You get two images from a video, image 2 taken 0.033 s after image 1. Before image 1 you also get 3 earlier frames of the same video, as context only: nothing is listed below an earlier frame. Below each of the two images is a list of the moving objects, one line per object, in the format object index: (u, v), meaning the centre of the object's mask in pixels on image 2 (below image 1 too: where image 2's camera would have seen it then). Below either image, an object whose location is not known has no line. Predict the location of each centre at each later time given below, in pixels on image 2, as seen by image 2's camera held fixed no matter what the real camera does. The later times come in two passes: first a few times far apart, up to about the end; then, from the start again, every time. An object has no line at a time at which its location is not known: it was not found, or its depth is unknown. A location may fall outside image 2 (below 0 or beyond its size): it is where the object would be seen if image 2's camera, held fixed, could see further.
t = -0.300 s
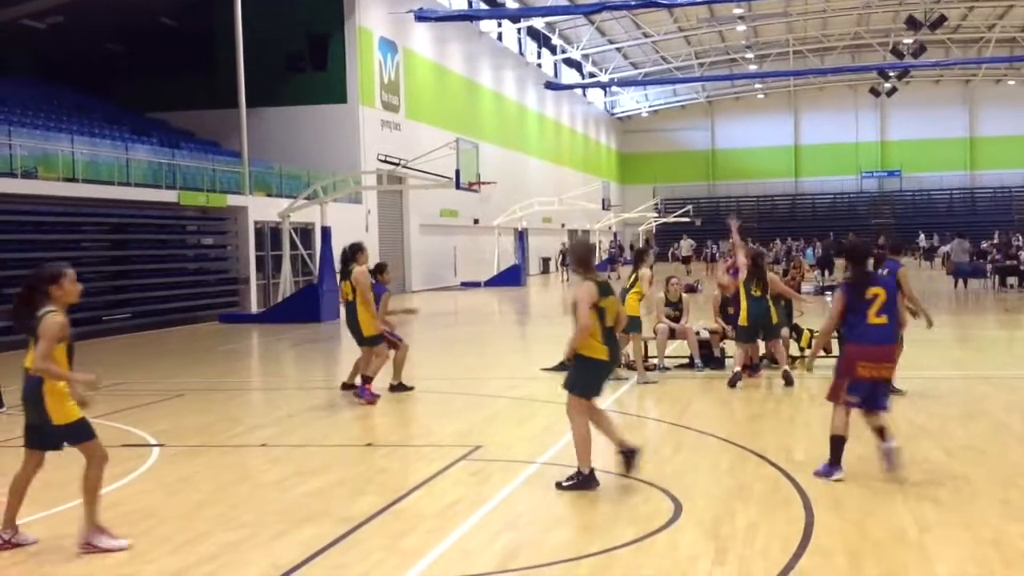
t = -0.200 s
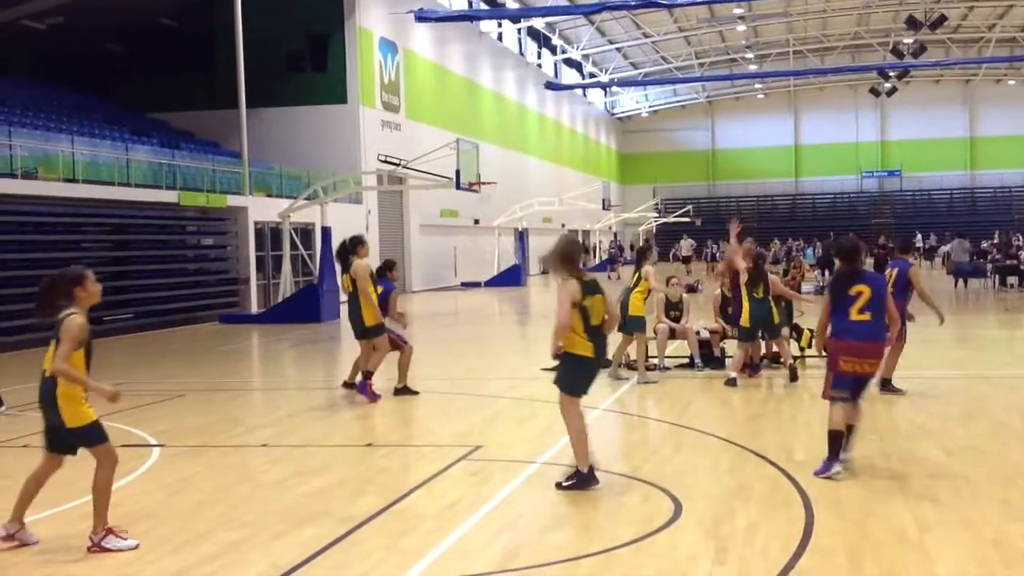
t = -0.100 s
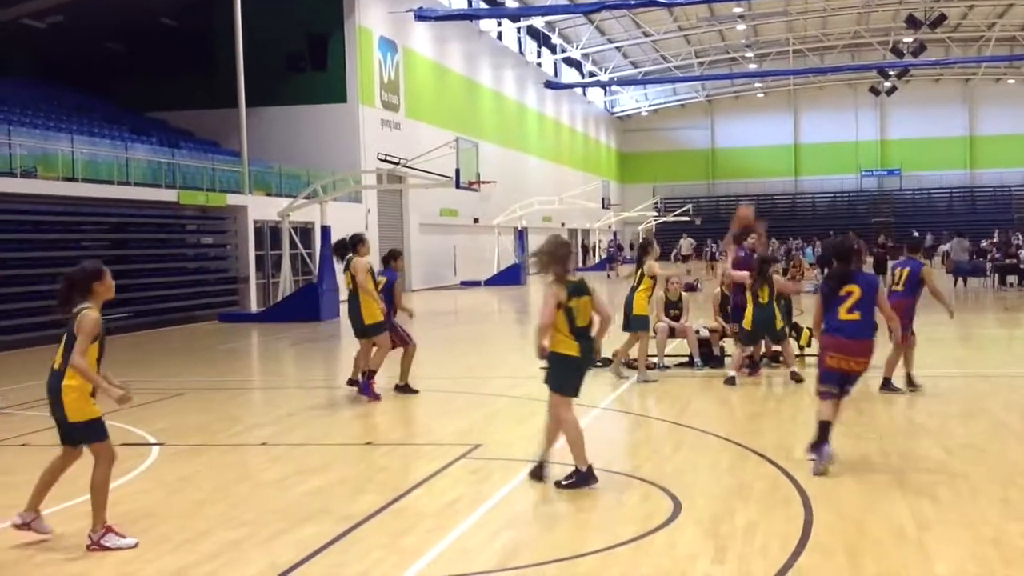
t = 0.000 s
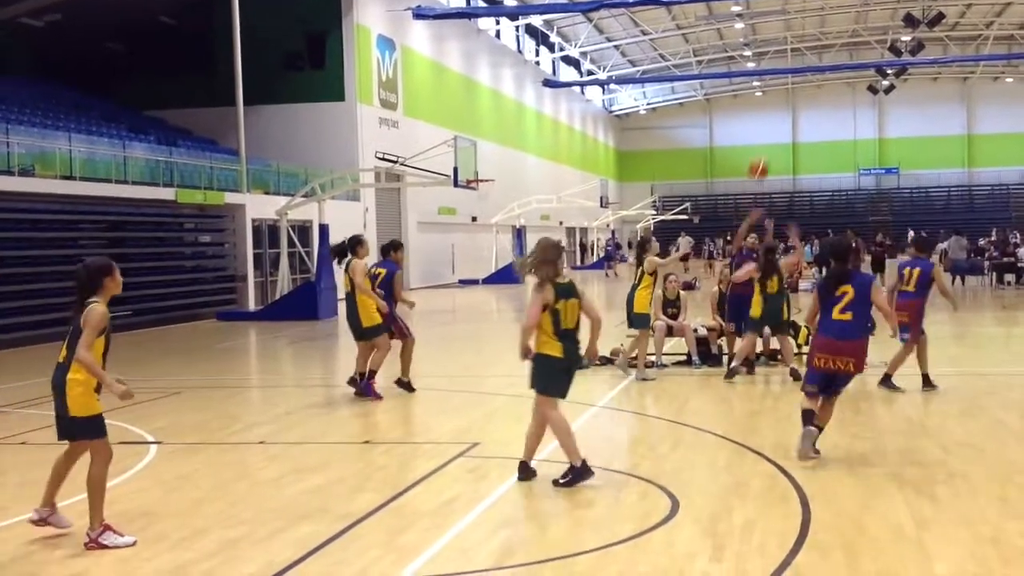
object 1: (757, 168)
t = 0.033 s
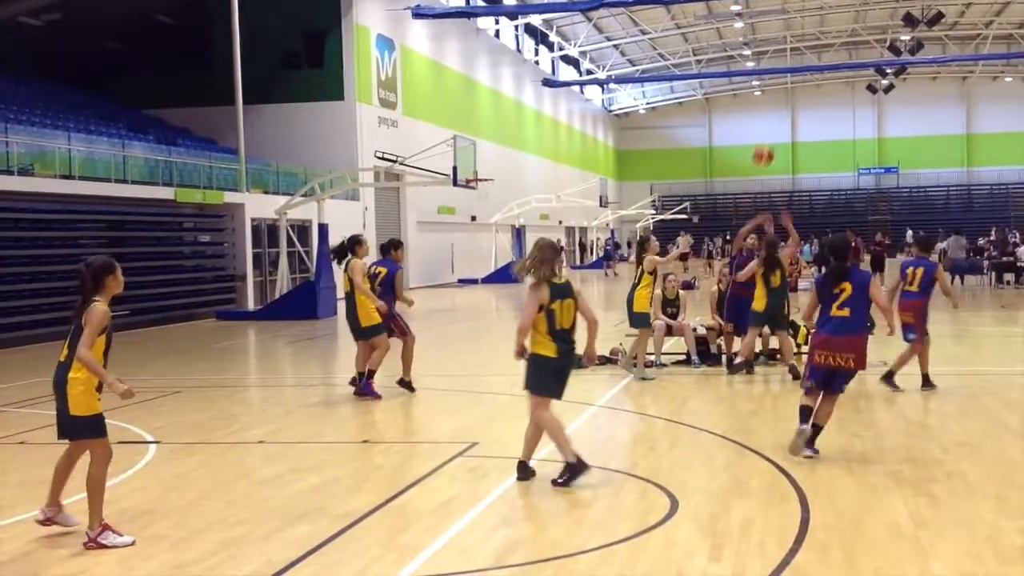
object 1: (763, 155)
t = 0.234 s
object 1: (801, 87)
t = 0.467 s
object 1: (858, 47)
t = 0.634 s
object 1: (908, 52)
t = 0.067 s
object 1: (770, 142)
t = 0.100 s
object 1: (776, 130)
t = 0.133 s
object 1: (782, 116)
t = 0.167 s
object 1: (788, 108)
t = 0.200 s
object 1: (794, 99)
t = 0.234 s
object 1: (801, 87)
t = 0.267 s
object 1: (811, 78)
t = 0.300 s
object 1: (816, 71)
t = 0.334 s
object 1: (824, 64)
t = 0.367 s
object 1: (833, 59)
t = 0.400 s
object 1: (840, 54)
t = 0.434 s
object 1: (848, 50)
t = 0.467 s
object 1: (858, 47)
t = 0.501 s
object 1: (867, 46)
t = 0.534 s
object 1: (876, 46)
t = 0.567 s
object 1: (885, 48)
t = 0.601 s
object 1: (898, 48)
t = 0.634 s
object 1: (908, 52)
